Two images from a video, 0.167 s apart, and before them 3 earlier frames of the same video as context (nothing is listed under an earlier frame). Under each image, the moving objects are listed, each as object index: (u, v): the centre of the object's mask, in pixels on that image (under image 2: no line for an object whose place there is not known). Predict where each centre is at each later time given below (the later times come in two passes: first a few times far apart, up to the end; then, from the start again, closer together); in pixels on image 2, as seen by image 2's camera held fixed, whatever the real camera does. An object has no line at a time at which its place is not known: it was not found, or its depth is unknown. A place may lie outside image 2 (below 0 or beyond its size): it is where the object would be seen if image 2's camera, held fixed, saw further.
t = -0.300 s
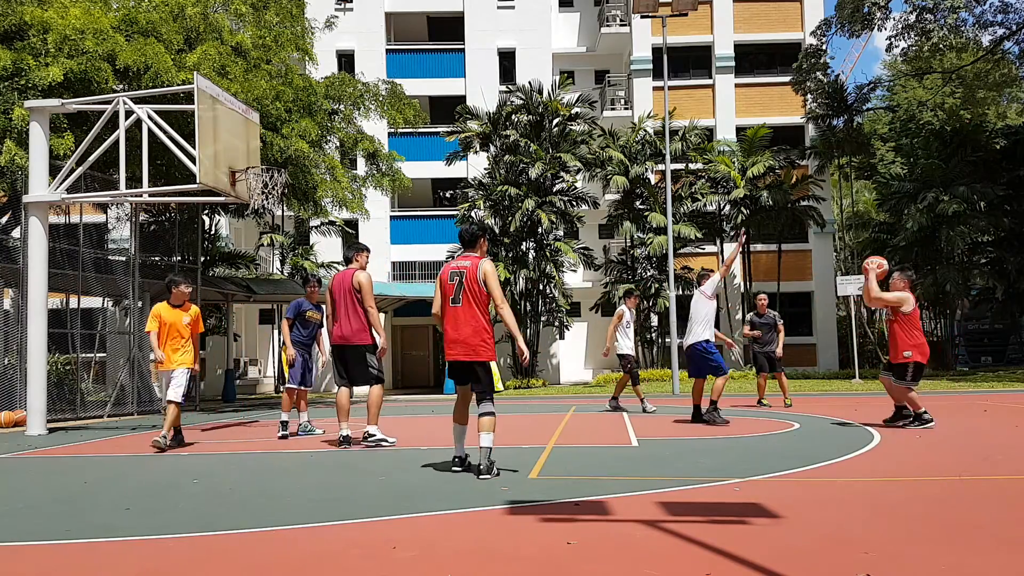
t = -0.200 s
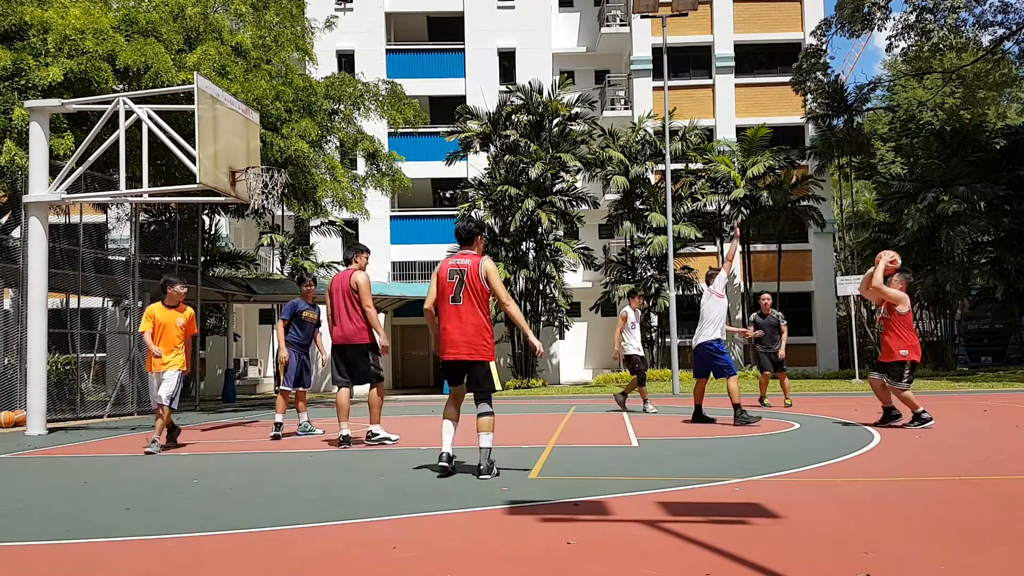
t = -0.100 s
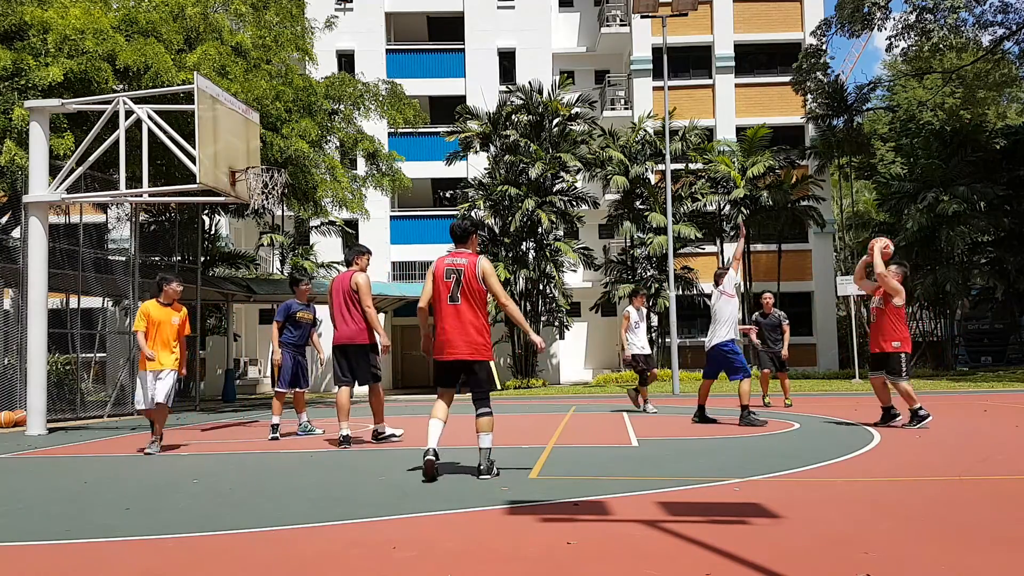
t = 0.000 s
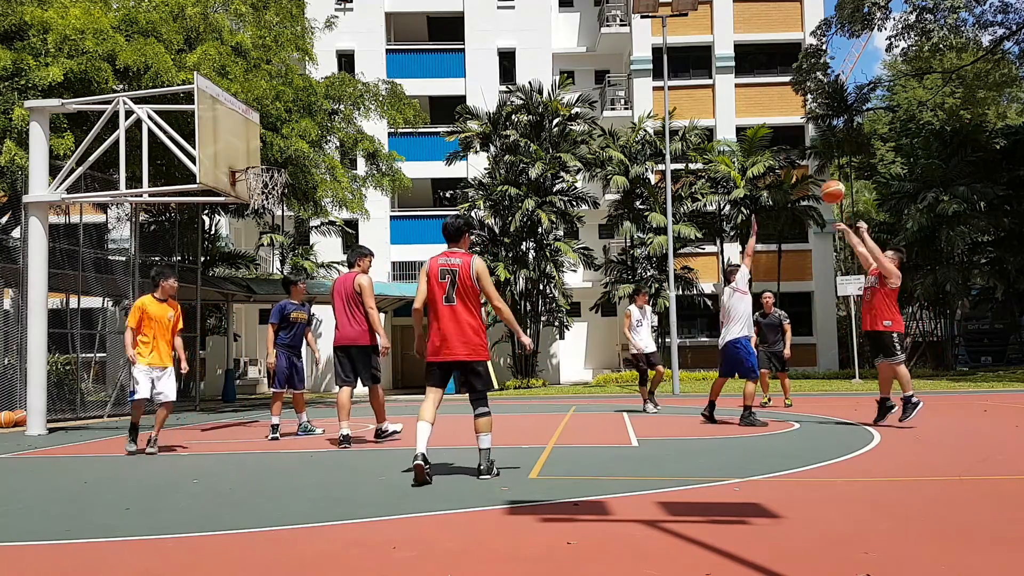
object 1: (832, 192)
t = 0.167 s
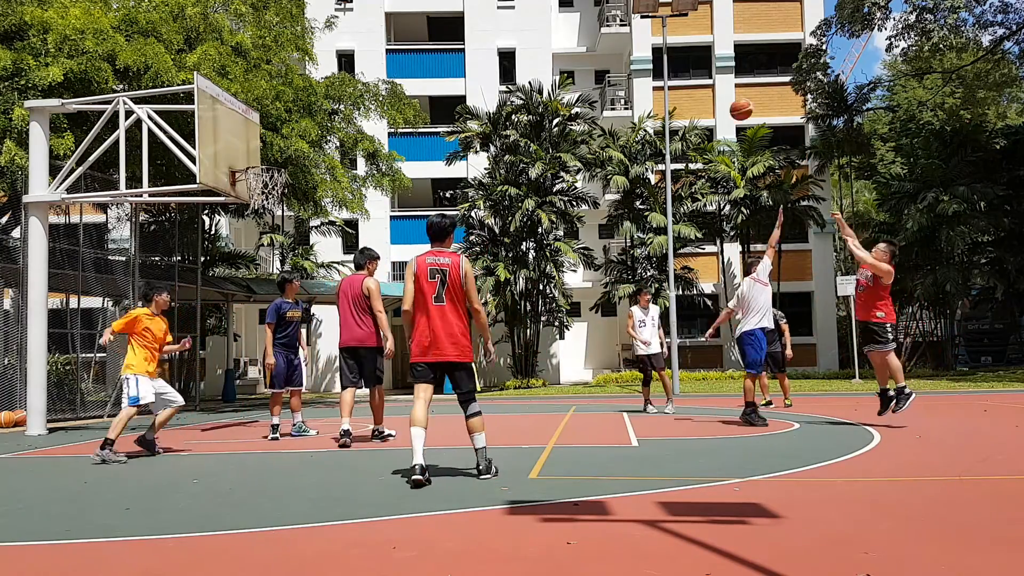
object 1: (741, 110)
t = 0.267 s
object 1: (690, 73)
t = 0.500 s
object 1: (578, 25)
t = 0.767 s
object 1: (463, 29)
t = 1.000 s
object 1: (369, 81)
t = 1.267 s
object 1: (300, 153)
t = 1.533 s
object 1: (376, 113)
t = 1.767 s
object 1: (443, 126)
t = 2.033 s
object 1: (521, 197)
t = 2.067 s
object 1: (531, 210)
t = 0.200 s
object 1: (724, 96)
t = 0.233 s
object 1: (707, 84)
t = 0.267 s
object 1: (690, 73)
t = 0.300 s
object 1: (673, 63)
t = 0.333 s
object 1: (657, 55)
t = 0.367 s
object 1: (640, 47)
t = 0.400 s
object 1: (624, 40)
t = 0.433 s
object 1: (609, 34)
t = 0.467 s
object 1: (593, 29)
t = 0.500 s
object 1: (578, 25)
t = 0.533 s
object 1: (563, 22)
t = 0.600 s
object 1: (534, 20)
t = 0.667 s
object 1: (505, 20)
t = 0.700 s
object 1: (491, 22)
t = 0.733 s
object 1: (477, 25)
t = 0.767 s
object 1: (463, 29)
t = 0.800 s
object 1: (449, 33)
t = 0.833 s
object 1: (436, 39)
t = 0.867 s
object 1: (422, 46)
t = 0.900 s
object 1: (410, 54)
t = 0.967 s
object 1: (382, 71)
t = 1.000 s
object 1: (369, 81)
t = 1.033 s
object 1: (357, 91)
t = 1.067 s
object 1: (343, 103)
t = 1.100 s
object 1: (331, 115)
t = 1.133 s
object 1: (319, 128)
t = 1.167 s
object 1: (306, 142)
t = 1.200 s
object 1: (294, 157)
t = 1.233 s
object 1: (291, 162)
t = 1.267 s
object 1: (300, 153)
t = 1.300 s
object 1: (310, 145)
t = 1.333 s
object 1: (319, 138)
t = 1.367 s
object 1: (328, 131)
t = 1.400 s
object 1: (338, 126)
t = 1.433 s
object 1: (347, 121)
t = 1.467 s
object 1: (356, 117)
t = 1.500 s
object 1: (366, 115)
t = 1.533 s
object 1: (376, 113)
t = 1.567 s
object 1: (385, 113)
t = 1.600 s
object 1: (394, 113)
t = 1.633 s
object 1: (404, 114)
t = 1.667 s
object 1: (414, 115)
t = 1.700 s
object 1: (423, 118)
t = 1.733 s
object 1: (433, 121)
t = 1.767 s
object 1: (443, 126)
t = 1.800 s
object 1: (452, 132)
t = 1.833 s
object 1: (462, 139)
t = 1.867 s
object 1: (472, 145)
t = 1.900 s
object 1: (482, 154)
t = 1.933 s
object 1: (491, 164)
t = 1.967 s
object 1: (502, 174)
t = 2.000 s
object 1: (511, 185)
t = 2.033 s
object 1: (521, 197)
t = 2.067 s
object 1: (531, 210)
